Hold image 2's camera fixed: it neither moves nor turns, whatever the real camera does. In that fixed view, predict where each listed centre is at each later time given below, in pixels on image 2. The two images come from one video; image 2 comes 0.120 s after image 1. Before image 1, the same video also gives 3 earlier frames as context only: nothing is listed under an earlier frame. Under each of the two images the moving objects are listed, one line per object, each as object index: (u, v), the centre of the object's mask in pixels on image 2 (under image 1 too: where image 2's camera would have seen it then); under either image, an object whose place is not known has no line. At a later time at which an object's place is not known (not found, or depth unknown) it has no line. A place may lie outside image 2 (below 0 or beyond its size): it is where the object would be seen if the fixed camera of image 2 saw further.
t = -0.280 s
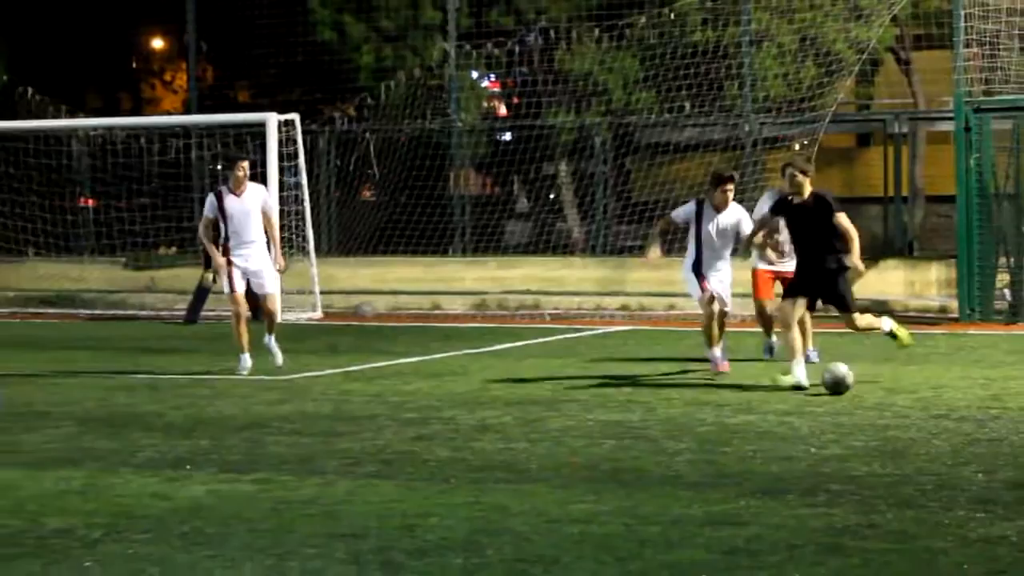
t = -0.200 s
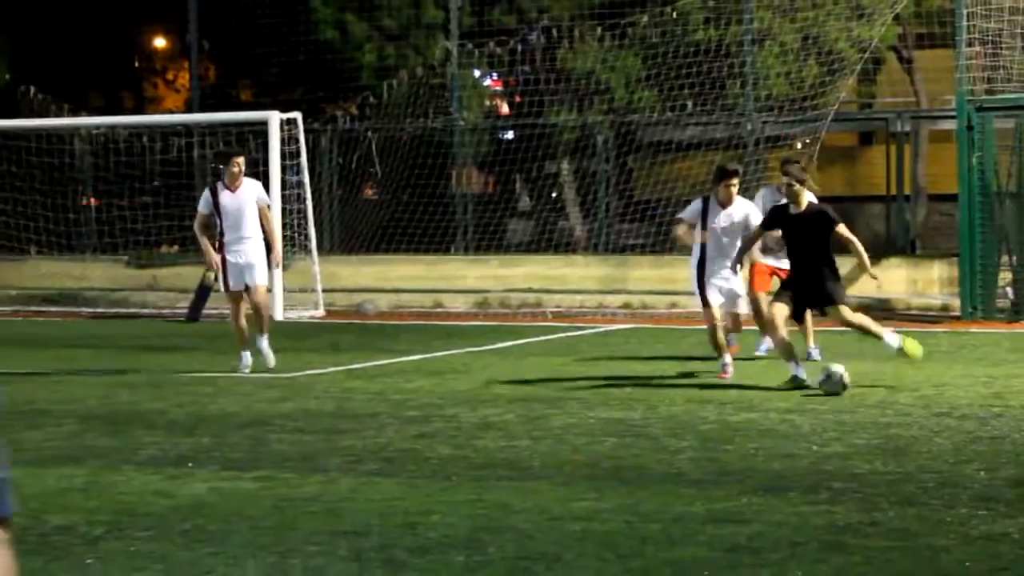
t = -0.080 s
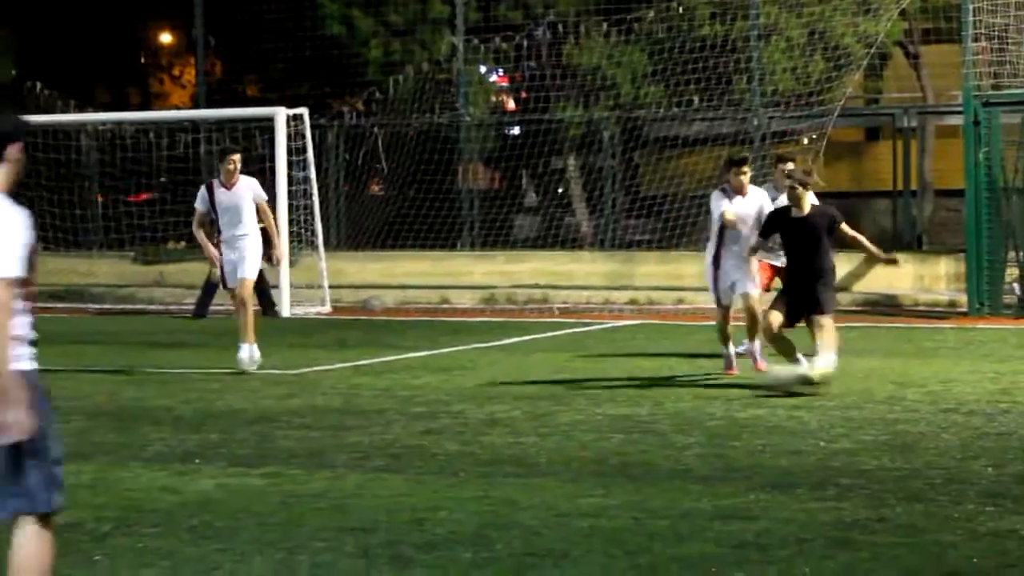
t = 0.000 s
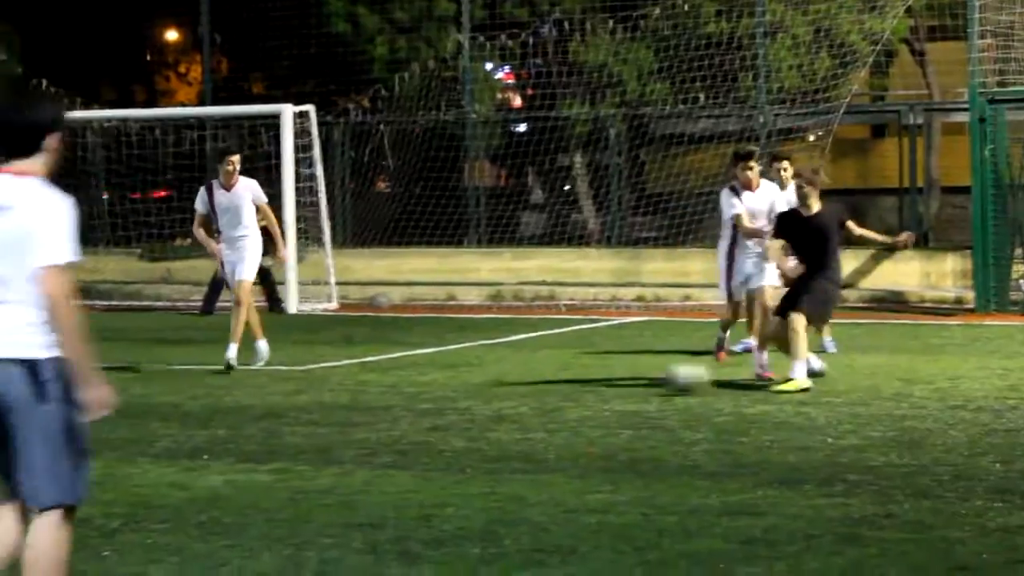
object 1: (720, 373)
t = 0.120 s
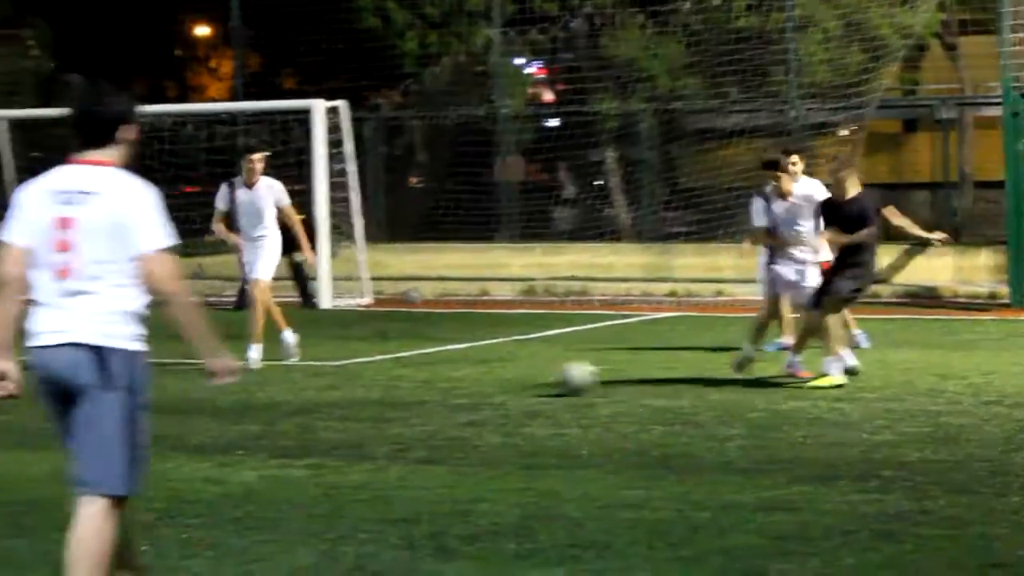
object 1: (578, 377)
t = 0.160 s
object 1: (529, 380)
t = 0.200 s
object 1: (489, 378)
